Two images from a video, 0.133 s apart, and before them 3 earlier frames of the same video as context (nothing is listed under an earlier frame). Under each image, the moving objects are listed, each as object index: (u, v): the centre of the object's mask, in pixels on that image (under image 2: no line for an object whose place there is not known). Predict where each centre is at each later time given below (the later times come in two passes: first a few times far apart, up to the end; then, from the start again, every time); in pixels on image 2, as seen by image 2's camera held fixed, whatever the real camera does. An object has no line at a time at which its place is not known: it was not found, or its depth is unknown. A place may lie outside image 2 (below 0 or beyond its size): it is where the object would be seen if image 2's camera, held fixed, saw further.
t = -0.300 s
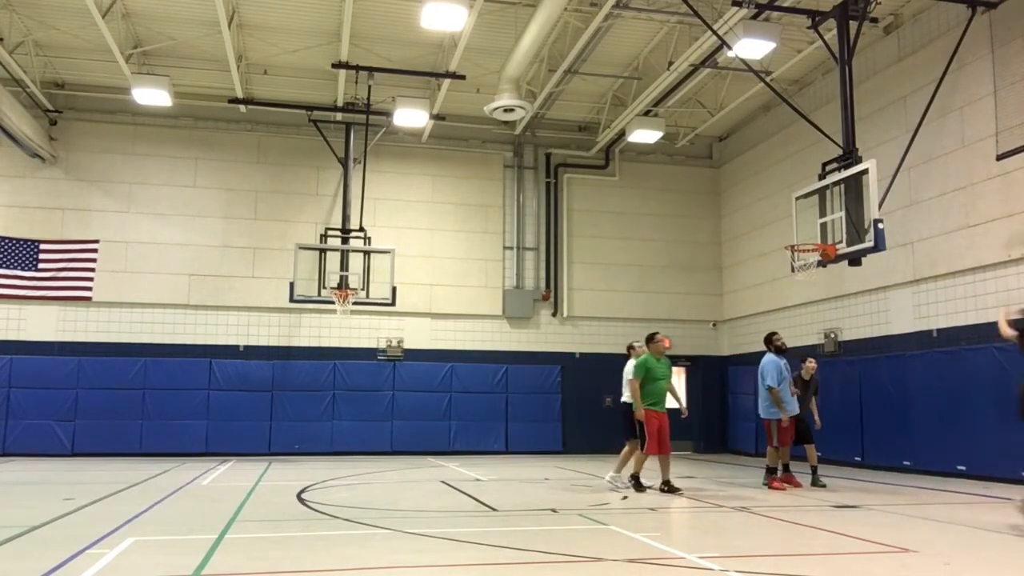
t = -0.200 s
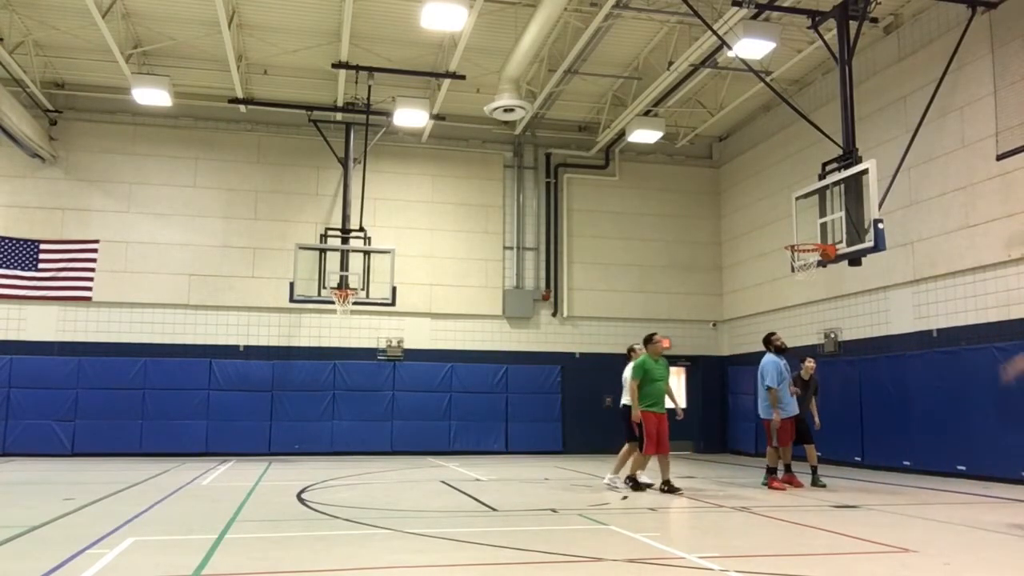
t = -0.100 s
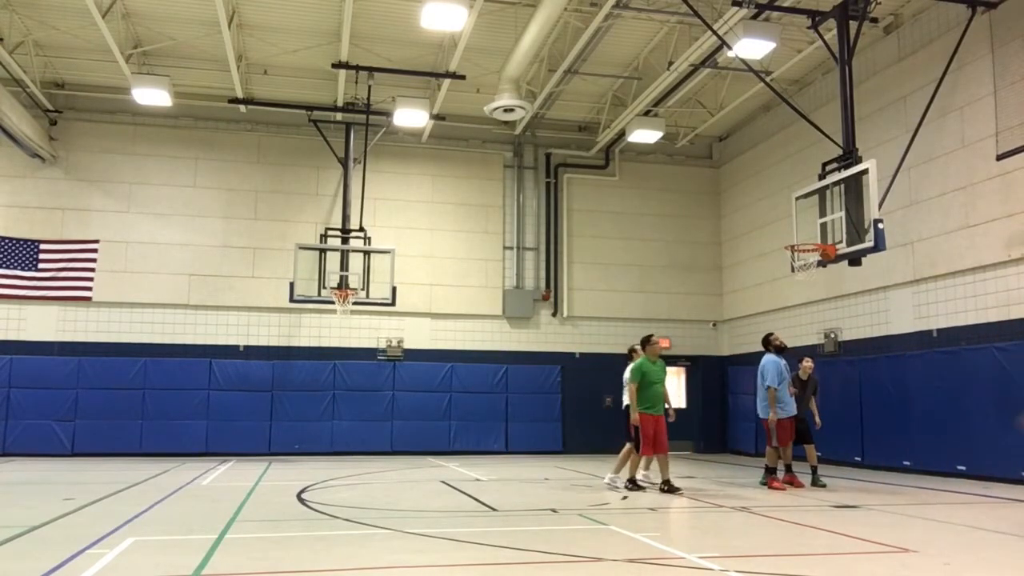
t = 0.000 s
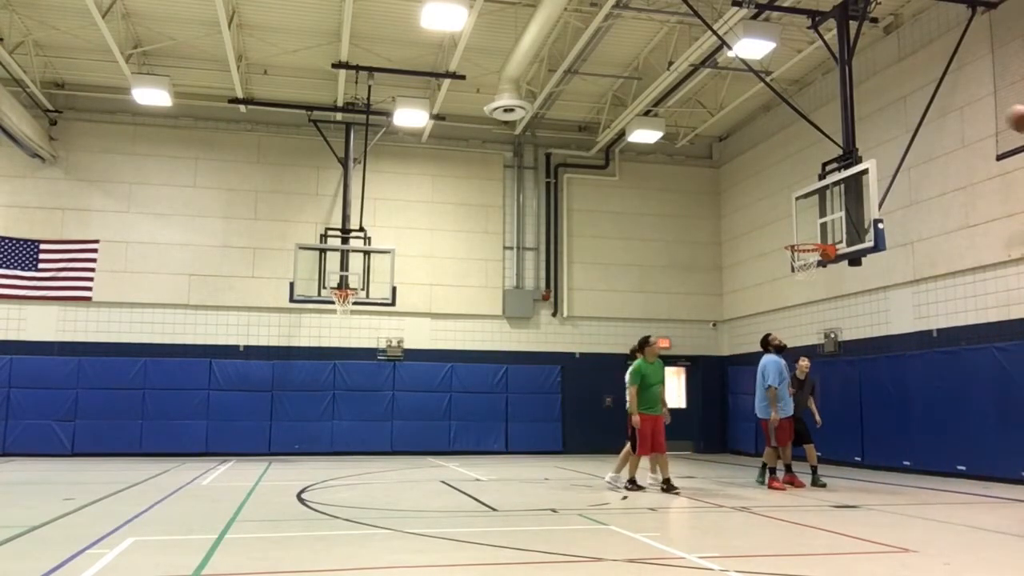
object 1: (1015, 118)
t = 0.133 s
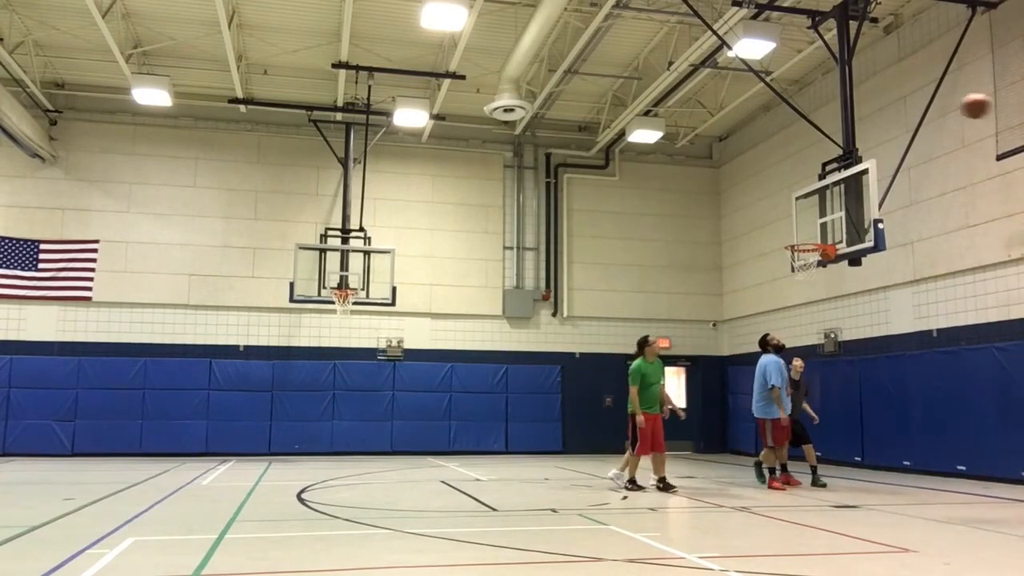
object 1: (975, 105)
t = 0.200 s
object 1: (955, 106)
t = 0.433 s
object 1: (894, 134)
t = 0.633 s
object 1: (854, 185)
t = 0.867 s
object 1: (820, 221)
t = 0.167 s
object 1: (965, 105)
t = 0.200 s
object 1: (955, 106)
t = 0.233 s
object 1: (945, 107)
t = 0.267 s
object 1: (936, 109)
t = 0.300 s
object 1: (927, 113)
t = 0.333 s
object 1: (919, 116)
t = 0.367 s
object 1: (909, 121)
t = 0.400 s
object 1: (902, 127)
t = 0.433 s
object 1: (894, 134)
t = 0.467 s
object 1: (887, 141)
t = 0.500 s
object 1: (880, 148)
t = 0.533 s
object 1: (874, 157)
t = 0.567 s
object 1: (867, 166)
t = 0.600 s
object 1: (861, 176)
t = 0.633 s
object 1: (854, 185)
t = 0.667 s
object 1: (850, 196)
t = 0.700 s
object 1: (844, 206)
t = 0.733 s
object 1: (837, 217)
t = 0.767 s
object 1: (830, 228)
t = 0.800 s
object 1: (824, 236)
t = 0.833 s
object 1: (822, 228)
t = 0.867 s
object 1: (820, 221)
